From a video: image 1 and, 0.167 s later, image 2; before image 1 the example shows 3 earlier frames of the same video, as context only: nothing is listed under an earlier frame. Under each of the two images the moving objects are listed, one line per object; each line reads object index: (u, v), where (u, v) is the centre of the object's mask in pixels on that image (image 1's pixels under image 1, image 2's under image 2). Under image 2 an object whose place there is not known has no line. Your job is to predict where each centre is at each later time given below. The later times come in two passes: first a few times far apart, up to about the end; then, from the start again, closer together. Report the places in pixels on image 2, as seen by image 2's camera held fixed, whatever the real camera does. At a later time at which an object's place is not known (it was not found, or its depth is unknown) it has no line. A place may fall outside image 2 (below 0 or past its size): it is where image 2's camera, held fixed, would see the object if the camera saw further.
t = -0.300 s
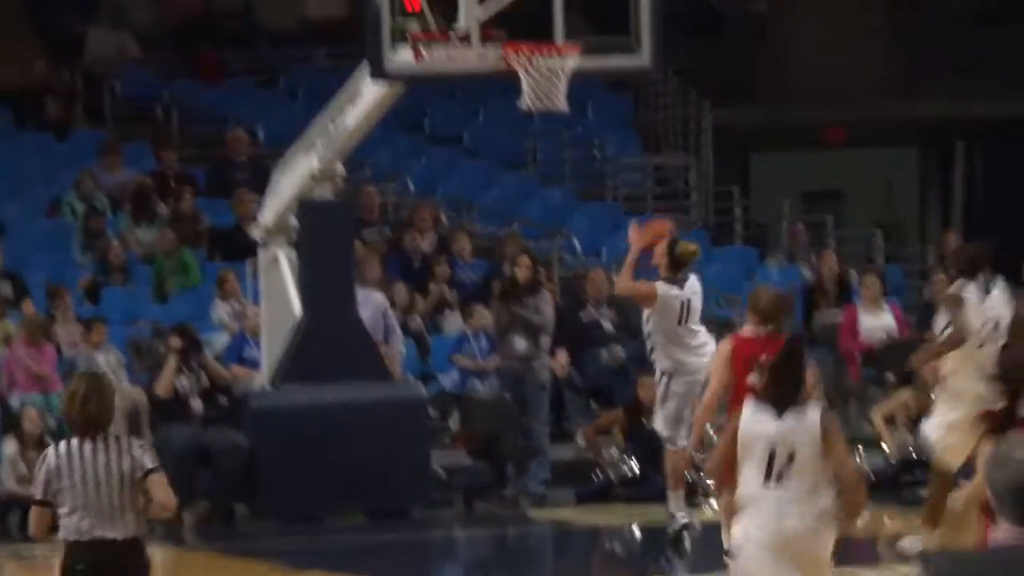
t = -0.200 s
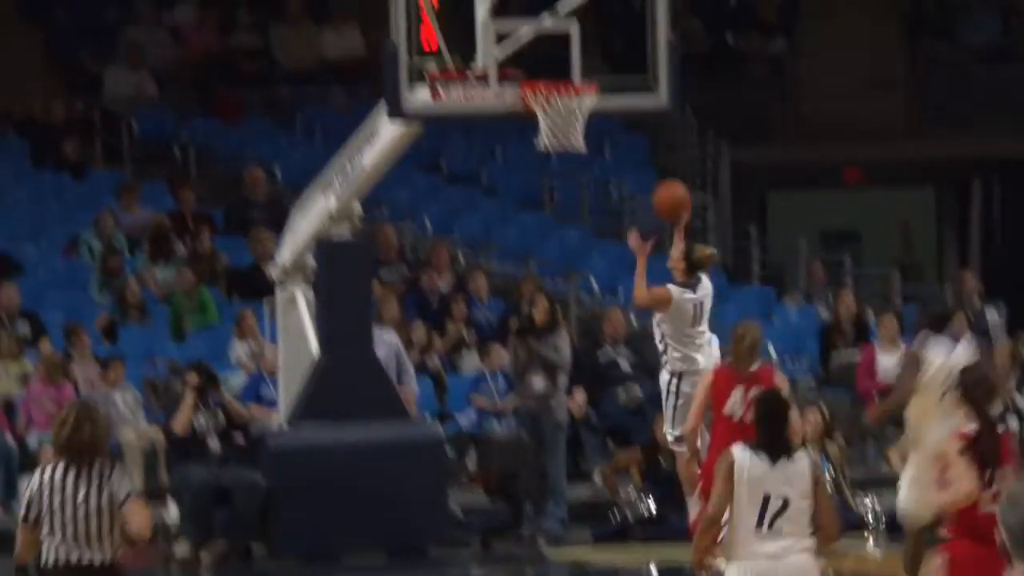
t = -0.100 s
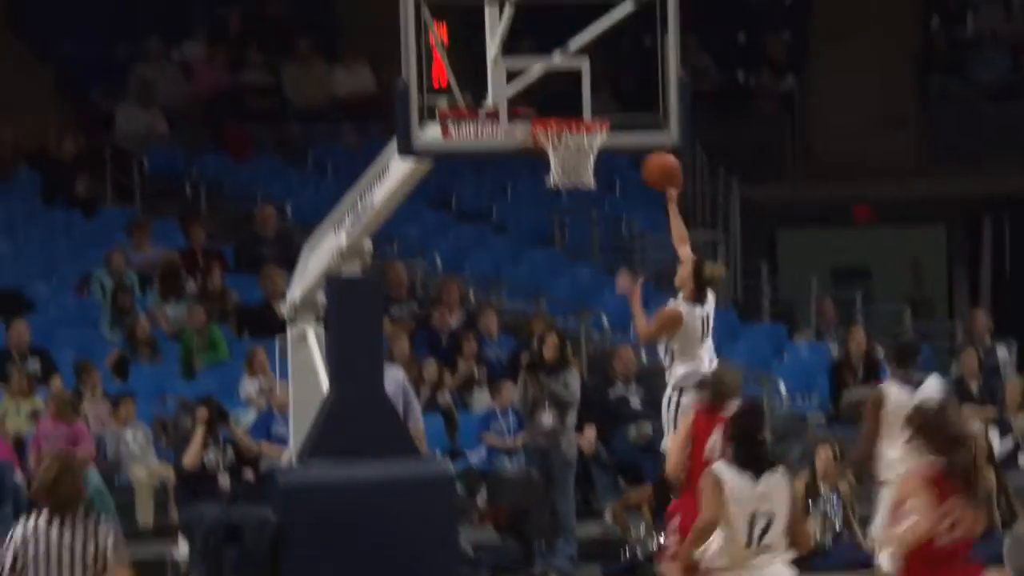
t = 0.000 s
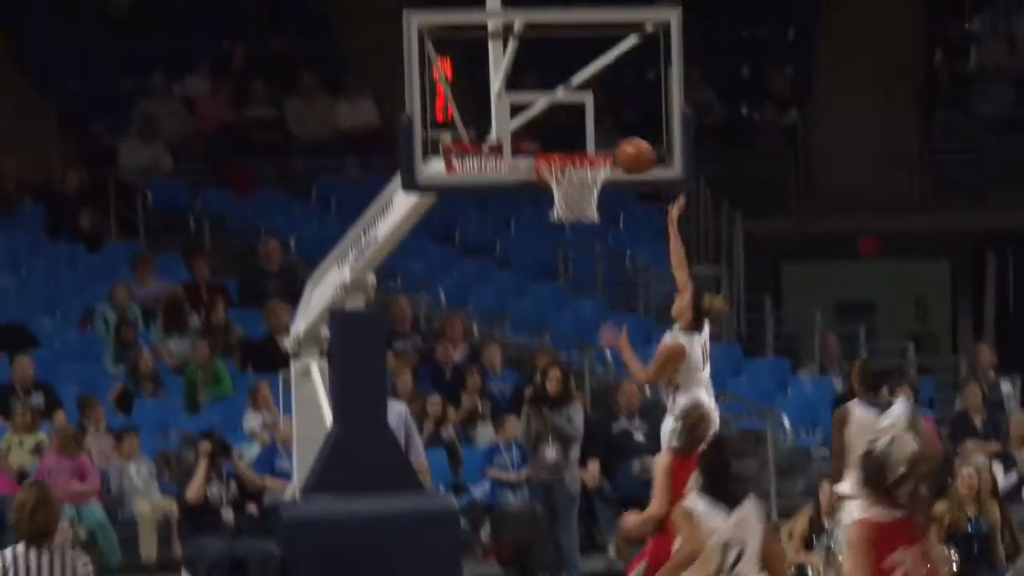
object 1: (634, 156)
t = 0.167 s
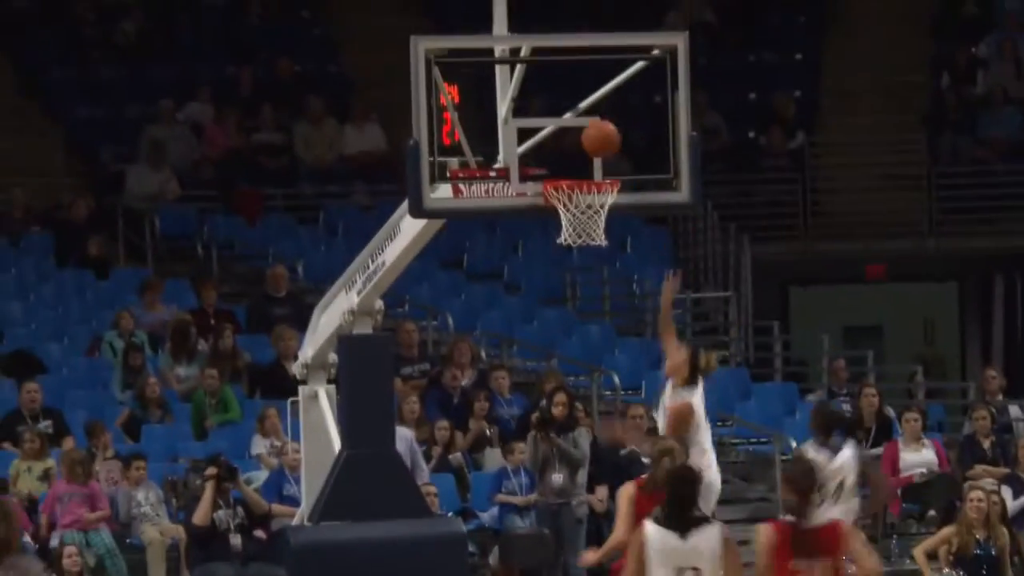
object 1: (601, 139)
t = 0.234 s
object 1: (595, 136)
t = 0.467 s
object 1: (581, 171)
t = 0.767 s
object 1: (587, 265)
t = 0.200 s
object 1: (598, 136)
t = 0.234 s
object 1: (595, 136)
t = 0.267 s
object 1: (593, 137)
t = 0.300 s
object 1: (591, 140)
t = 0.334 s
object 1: (588, 145)
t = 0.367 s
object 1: (585, 151)
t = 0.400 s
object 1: (585, 159)
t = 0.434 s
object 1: (583, 167)
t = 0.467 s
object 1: (581, 171)
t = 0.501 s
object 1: (579, 198)
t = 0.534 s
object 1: (578, 207)
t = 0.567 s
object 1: (576, 204)
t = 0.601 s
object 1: (580, 232)
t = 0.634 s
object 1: (581, 231)
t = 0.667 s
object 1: (583, 237)
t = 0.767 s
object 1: (587, 265)
